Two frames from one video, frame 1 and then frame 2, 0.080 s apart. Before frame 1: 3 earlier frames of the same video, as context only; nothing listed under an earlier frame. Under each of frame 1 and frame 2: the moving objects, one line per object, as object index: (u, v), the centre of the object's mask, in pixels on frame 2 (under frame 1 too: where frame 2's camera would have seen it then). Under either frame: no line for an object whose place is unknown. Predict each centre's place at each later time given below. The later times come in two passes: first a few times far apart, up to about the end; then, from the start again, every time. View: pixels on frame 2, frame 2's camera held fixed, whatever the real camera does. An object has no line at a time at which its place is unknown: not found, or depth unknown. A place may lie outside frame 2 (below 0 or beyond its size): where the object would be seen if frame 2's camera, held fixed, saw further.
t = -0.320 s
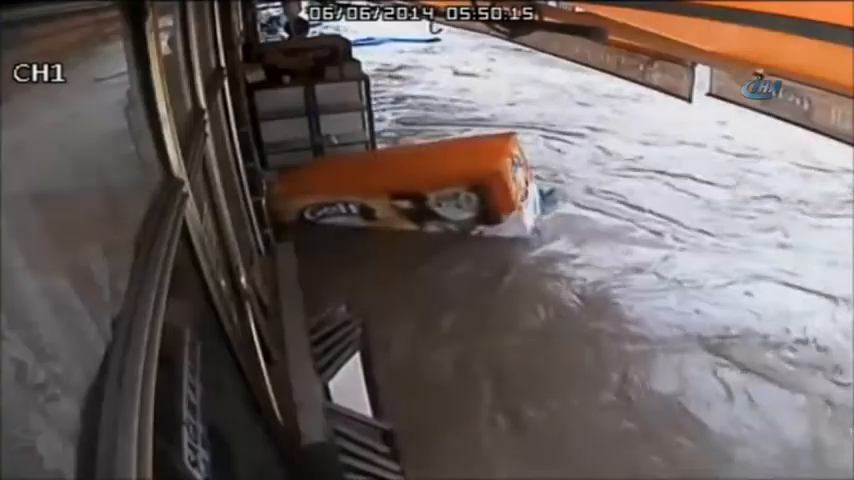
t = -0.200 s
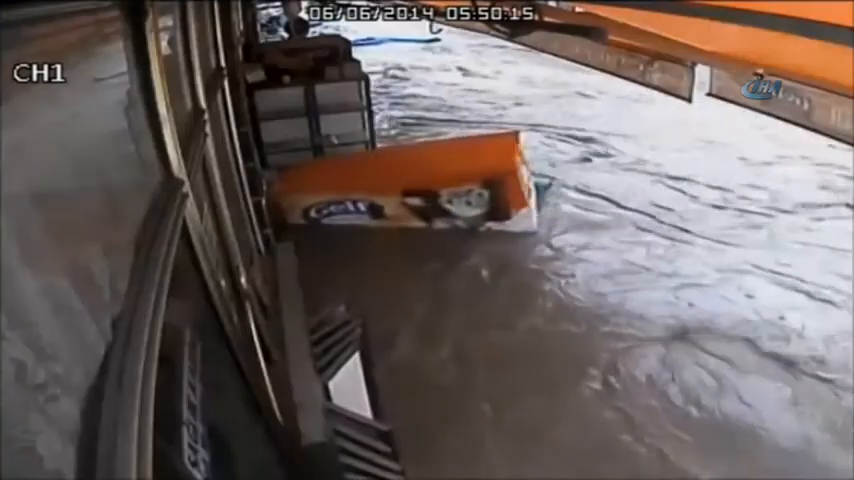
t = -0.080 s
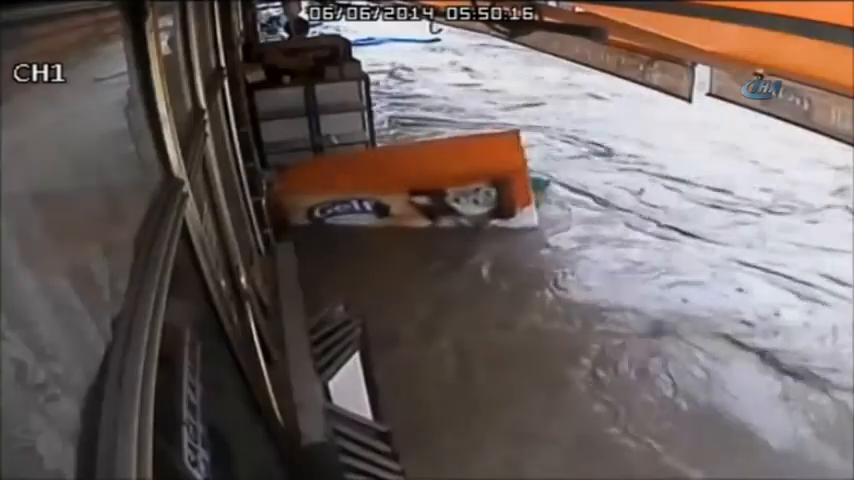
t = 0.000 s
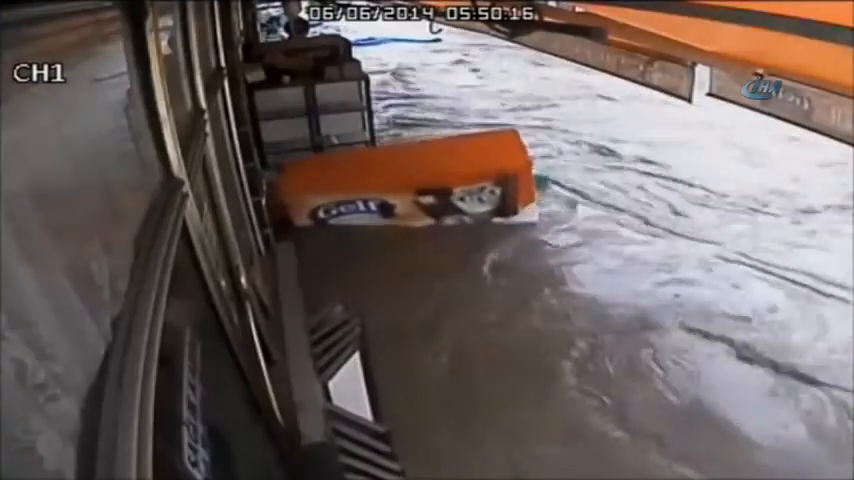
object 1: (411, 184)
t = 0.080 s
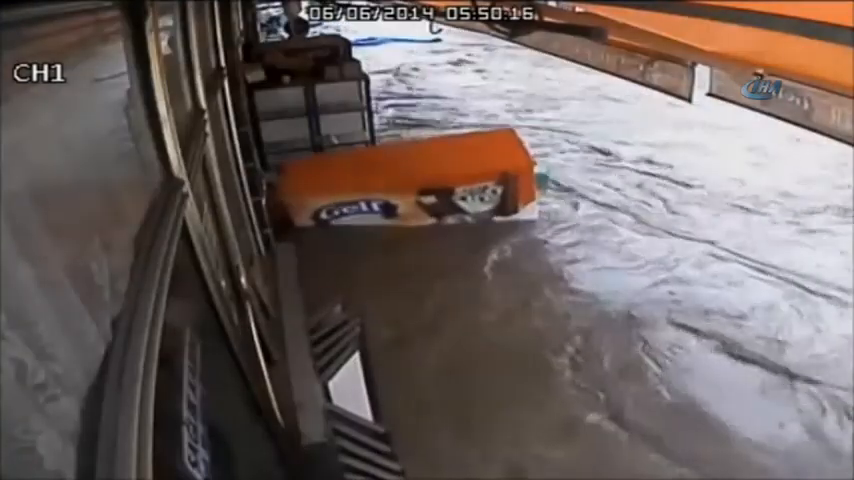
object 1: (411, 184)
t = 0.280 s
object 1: (410, 182)
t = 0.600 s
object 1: (396, 183)
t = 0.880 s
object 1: (394, 184)
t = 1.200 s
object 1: (390, 183)
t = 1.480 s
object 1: (387, 183)
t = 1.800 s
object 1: (383, 181)
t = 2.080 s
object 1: (384, 180)
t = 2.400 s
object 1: (383, 179)
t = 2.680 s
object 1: (384, 179)
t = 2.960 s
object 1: (384, 178)
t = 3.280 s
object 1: (382, 176)
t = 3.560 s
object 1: (381, 173)
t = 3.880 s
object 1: (381, 173)
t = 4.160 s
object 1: (380, 173)
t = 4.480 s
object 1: (379, 175)
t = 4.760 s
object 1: (381, 176)
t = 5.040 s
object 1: (382, 178)
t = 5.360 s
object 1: (384, 179)
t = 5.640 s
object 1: (387, 179)
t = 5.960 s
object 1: (389, 180)
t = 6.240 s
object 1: (391, 181)
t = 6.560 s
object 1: (395, 183)
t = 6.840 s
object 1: (397, 185)
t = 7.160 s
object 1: (400, 188)
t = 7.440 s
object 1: (402, 195)
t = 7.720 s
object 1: (405, 203)
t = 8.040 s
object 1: (413, 217)
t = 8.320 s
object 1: (420, 227)
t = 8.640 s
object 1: (430, 232)
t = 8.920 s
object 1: (426, 234)
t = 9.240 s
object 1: (426, 241)
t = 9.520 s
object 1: (428, 250)
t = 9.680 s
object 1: (429, 256)
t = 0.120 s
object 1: (410, 183)
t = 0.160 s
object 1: (411, 183)
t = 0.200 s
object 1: (411, 182)
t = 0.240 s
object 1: (411, 182)
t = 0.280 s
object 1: (410, 182)
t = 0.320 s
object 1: (409, 181)
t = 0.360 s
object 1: (407, 181)
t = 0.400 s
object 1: (404, 181)
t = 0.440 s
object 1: (403, 181)
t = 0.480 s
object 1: (401, 182)
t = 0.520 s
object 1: (400, 182)
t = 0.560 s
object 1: (399, 182)
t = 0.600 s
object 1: (396, 183)
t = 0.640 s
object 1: (395, 184)
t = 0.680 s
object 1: (395, 184)
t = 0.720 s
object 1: (394, 184)
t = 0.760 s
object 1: (394, 184)
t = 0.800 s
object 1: (394, 184)
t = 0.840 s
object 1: (394, 184)
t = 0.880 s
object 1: (394, 184)
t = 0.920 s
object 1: (392, 184)
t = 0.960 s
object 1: (392, 184)
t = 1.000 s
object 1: (391, 184)
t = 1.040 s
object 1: (391, 184)
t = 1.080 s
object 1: (391, 183)
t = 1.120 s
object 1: (390, 183)
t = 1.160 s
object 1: (390, 183)
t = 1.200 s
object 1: (390, 183)
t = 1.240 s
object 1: (389, 183)
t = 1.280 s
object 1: (388, 183)
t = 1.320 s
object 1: (388, 183)
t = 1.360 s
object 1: (387, 182)
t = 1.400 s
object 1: (387, 183)
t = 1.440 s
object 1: (386, 183)
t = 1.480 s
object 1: (387, 183)
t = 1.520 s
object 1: (386, 183)
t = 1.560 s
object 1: (385, 182)
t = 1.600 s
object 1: (384, 182)
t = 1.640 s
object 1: (384, 182)
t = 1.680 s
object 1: (383, 182)
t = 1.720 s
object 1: (385, 181)
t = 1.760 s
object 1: (383, 181)
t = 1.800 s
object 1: (383, 181)
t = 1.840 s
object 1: (384, 180)
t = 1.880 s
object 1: (383, 181)
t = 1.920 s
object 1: (383, 181)
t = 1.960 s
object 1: (384, 180)
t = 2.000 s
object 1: (383, 181)
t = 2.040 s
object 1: (383, 180)
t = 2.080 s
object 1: (384, 180)
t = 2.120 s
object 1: (384, 180)
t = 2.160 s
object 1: (384, 180)
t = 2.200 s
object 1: (384, 180)
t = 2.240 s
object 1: (383, 180)
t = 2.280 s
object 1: (383, 180)
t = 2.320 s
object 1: (383, 180)
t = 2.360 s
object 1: (383, 179)
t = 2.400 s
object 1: (383, 179)
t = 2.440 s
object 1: (383, 179)
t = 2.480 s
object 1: (383, 179)
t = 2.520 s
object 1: (383, 179)
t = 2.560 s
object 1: (384, 179)
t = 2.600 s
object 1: (384, 179)
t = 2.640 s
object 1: (384, 179)
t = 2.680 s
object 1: (384, 179)
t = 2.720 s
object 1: (384, 179)
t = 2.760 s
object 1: (383, 178)
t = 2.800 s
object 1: (383, 178)
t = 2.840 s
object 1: (384, 178)
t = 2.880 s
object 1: (383, 178)
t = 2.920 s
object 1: (384, 178)
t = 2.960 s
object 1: (384, 178)
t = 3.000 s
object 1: (383, 178)
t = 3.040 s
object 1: (383, 178)
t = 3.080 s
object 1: (383, 177)
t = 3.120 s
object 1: (383, 177)
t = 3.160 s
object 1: (382, 177)
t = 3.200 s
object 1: (382, 176)
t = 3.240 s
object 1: (382, 176)
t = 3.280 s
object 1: (382, 176)
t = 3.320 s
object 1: (382, 175)
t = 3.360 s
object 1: (381, 174)
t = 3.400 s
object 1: (381, 174)
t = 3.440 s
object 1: (381, 174)
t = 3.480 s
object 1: (381, 173)
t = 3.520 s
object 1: (381, 173)
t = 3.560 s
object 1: (381, 173)
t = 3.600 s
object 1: (381, 173)
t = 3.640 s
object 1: (381, 173)
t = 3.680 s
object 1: (381, 173)
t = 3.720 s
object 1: (381, 173)
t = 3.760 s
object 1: (381, 173)
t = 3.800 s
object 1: (381, 173)
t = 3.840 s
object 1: (381, 173)
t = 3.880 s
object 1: (381, 173)
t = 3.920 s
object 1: (380, 173)
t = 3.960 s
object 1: (381, 173)
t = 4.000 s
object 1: (381, 173)
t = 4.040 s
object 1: (380, 173)
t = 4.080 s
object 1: (381, 173)
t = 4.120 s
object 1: (381, 173)
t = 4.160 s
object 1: (380, 173)
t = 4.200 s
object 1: (381, 173)
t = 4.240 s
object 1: (379, 174)
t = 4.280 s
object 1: (379, 174)
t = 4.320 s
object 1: (381, 173)
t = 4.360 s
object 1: (379, 174)
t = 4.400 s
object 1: (379, 174)
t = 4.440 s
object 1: (379, 175)
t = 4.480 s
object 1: (379, 175)
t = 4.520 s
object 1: (379, 175)
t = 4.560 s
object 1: (380, 175)
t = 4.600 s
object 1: (381, 174)
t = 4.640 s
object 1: (382, 174)
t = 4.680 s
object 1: (382, 174)
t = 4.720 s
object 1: (380, 176)
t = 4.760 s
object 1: (381, 176)
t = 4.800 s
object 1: (381, 176)
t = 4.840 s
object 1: (381, 177)
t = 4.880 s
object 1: (381, 177)
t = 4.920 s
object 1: (381, 177)
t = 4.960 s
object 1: (381, 177)
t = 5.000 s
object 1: (382, 177)
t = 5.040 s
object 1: (382, 178)
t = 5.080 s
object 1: (382, 178)
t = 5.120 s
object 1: (383, 178)
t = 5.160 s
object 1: (383, 178)
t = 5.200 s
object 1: (383, 178)
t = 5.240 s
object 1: (383, 178)
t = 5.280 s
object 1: (383, 178)
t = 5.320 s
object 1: (384, 179)
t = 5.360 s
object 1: (384, 179)
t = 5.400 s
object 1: (384, 179)
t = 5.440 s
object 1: (384, 179)
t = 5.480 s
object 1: (385, 179)
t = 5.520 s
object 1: (385, 179)
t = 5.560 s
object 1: (386, 179)
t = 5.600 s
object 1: (386, 179)
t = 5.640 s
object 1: (387, 179)
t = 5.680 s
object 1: (387, 179)
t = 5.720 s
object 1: (387, 180)
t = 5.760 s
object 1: (387, 179)
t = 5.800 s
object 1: (388, 180)
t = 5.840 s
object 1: (388, 180)
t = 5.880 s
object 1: (388, 179)
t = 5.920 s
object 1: (389, 180)
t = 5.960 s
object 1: (389, 180)
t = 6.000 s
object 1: (389, 181)
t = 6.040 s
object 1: (389, 180)
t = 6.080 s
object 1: (390, 181)
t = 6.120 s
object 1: (390, 181)
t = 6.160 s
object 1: (390, 181)
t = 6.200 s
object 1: (391, 181)
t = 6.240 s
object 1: (391, 181)
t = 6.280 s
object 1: (392, 182)
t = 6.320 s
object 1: (393, 182)
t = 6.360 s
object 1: (392, 182)
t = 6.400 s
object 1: (393, 182)
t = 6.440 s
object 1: (393, 182)
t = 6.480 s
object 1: (394, 183)
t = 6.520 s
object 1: (394, 183)
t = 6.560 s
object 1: (395, 183)
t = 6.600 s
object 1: (394, 183)
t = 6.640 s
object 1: (394, 183)
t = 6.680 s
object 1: (395, 183)
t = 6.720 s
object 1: (395, 183)
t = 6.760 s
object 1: (396, 184)
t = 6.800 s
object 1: (395, 183)
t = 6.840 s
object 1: (397, 185)
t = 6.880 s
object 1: (396, 184)
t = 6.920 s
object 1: (398, 185)
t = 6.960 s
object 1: (398, 186)
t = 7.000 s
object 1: (398, 187)
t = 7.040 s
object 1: (399, 187)
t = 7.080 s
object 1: (399, 188)
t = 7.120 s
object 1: (399, 188)
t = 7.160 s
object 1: (400, 188)
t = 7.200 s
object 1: (400, 190)
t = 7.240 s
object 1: (401, 191)
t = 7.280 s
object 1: (401, 191)
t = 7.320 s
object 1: (401, 192)
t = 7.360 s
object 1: (401, 193)
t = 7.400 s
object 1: (401, 193)
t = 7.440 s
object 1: (402, 195)
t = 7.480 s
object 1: (401, 195)
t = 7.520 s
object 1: (402, 196)
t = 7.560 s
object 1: (402, 197)
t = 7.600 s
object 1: (403, 199)
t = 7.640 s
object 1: (404, 201)
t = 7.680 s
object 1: (404, 201)
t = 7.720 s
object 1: (405, 203)
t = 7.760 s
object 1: (406, 205)
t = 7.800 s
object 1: (407, 207)
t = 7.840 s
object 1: (408, 209)
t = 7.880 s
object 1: (408, 211)
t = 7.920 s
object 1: (409, 212)
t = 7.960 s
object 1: (410, 213)
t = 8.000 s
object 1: (411, 215)
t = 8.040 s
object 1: (413, 217)
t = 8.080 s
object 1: (413, 218)
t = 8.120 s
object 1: (414, 219)
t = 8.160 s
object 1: (415, 221)
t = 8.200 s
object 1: (416, 223)
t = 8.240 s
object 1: (418, 225)
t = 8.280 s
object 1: (419, 226)
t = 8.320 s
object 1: (420, 227)
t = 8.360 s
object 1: (421, 228)
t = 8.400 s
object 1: (423, 229)
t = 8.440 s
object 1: (425, 230)
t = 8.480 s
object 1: (425, 230)
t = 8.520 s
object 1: (427, 231)
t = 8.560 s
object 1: (428, 231)
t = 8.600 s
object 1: (430, 232)
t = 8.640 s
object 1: (430, 232)
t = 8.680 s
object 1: (428, 231)
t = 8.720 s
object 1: (432, 234)
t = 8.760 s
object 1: (433, 235)
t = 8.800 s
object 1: (426, 233)
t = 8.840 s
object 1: (427, 233)
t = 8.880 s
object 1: (427, 234)
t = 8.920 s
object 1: (426, 234)
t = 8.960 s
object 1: (426, 235)
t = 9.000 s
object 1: (425, 235)
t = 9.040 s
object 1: (424, 236)
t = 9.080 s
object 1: (425, 237)
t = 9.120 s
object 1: (425, 237)
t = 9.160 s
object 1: (427, 240)
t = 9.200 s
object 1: (428, 241)
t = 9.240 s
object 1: (426, 241)
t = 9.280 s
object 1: (427, 242)
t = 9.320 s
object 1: (427, 244)
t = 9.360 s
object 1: (428, 245)
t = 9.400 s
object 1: (428, 247)
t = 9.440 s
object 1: (428, 248)
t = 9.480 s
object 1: (428, 249)
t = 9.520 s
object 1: (428, 250)
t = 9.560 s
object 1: (428, 252)
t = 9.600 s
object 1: (428, 254)
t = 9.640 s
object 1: (429, 256)
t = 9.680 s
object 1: (429, 256)
